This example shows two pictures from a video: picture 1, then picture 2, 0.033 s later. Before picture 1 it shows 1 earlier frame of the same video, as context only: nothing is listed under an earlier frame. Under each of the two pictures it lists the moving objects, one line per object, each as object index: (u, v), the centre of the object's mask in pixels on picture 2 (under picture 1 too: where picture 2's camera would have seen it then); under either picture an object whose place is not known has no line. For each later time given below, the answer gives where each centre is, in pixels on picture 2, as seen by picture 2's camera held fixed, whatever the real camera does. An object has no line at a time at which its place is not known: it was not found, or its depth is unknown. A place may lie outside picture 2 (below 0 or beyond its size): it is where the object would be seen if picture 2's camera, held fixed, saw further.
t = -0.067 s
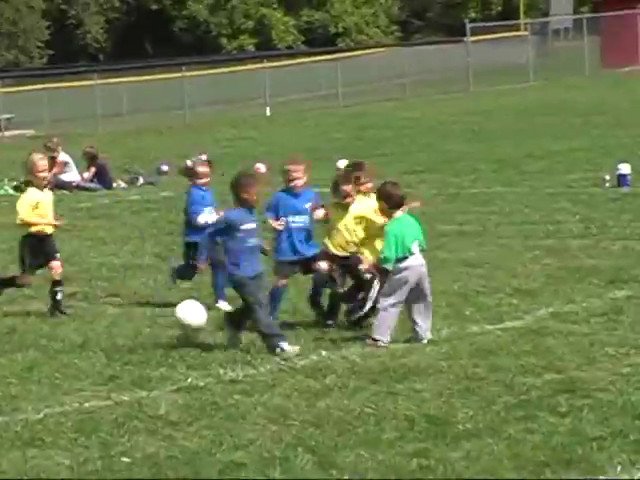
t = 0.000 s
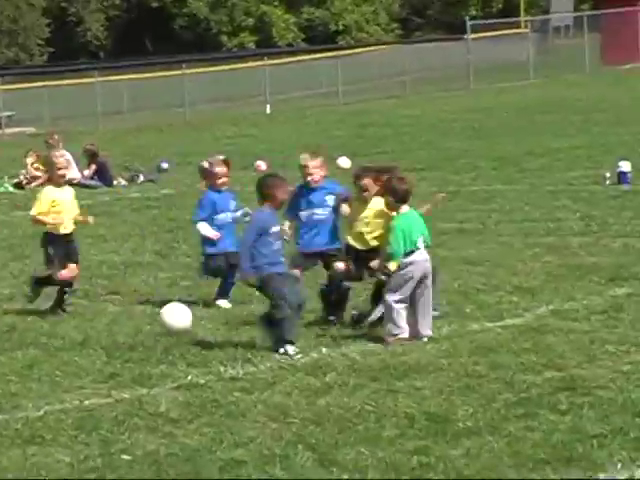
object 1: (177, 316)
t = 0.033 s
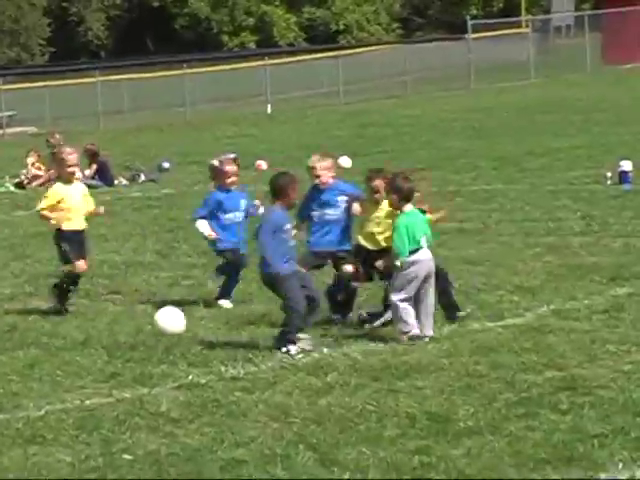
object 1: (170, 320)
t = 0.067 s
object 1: (162, 317)
